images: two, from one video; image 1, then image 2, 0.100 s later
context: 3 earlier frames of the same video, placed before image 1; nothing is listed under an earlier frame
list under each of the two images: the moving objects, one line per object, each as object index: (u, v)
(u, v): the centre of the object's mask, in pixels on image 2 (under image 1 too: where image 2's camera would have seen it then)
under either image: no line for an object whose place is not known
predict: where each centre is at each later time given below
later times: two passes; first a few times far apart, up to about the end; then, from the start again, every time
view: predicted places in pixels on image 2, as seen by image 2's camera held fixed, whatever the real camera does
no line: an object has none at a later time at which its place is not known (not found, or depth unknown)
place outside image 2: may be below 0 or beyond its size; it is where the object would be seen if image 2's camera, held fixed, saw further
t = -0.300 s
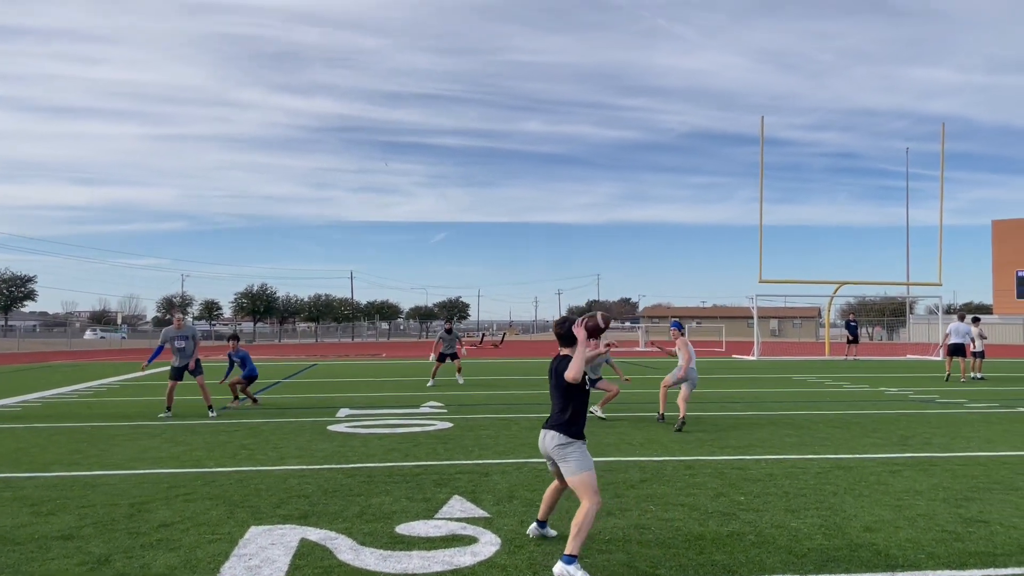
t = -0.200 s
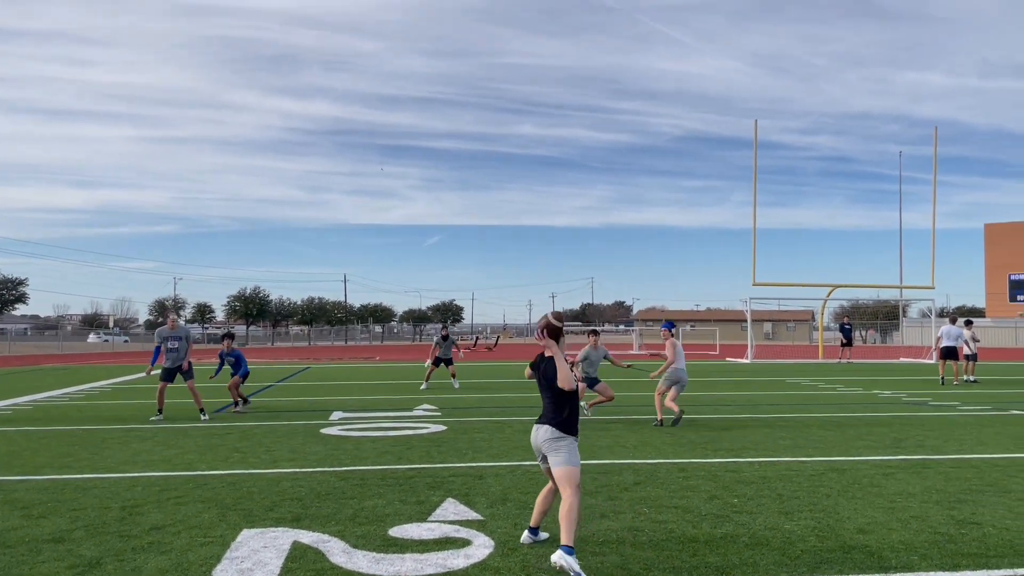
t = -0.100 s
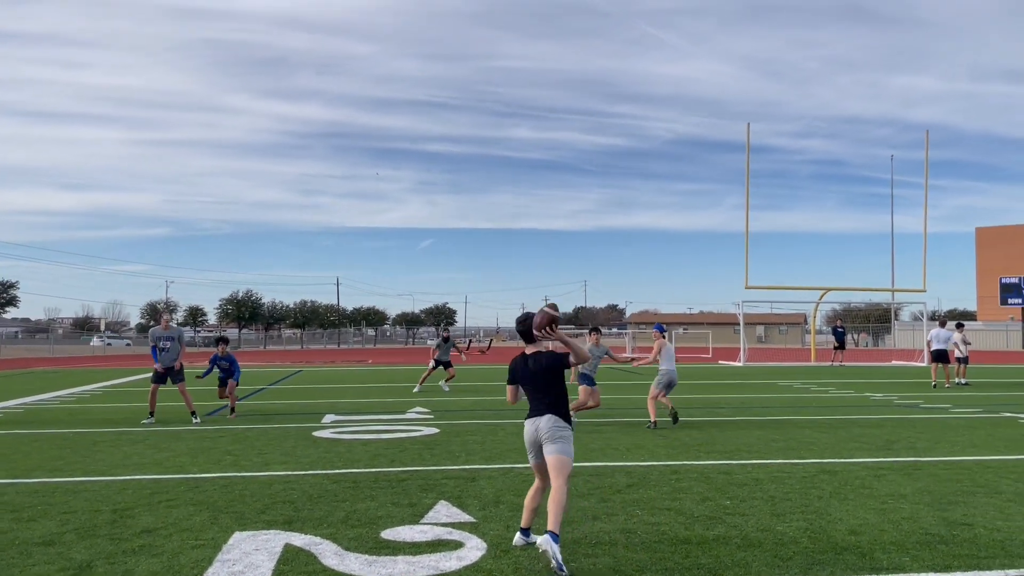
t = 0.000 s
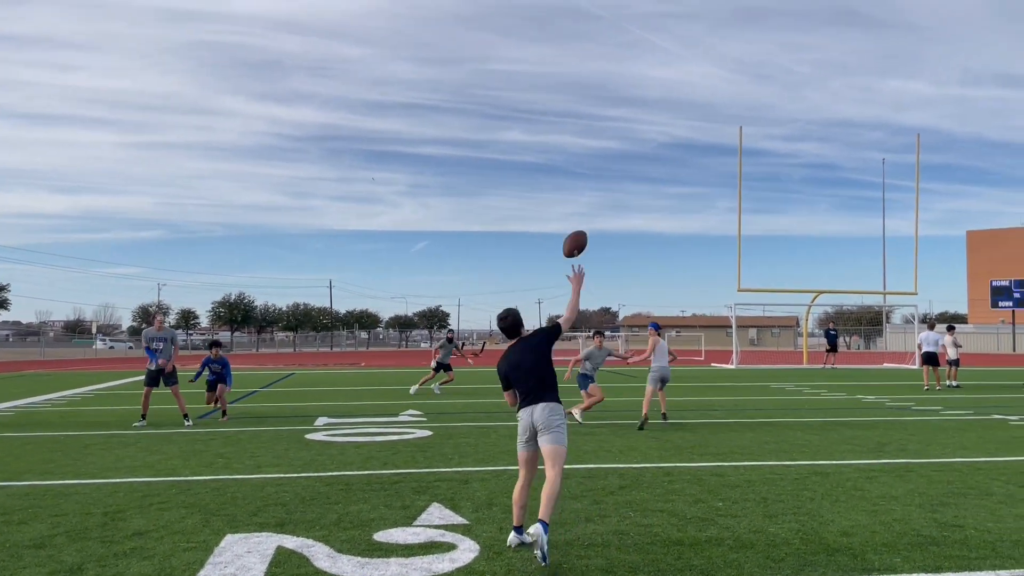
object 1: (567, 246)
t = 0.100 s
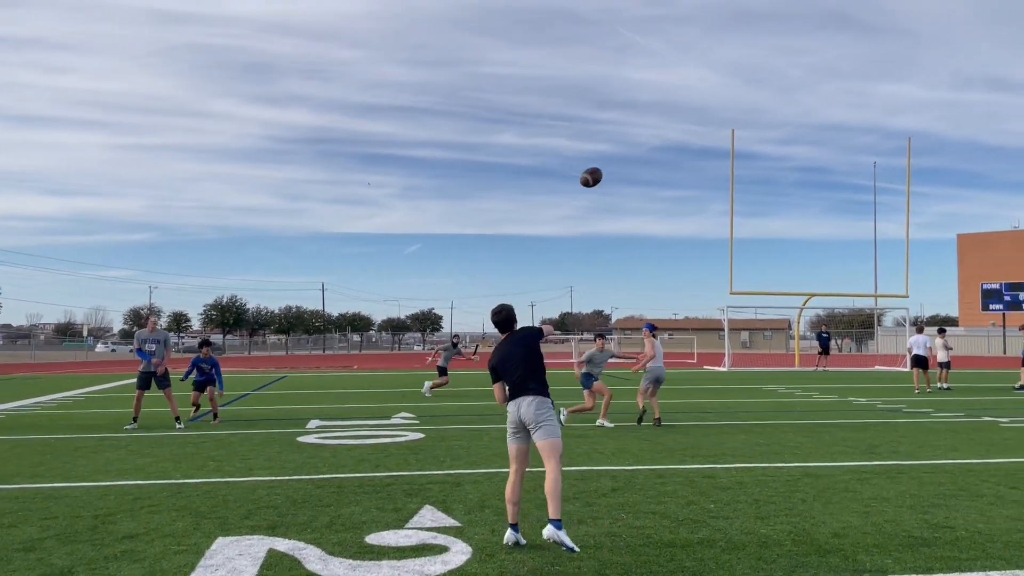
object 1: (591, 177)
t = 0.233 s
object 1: (617, 123)
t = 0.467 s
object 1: (655, 89)
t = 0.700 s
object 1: (687, 99)
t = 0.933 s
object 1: (713, 132)
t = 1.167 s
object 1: (736, 181)
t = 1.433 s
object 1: (760, 251)
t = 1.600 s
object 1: (774, 300)
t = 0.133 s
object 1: (598, 159)
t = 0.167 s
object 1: (605, 145)
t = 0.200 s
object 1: (611, 133)
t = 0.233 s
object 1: (617, 123)
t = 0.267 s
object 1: (623, 114)
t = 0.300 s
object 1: (629, 107)
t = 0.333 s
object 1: (634, 101)
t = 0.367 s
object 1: (640, 97)
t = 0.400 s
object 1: (645, 93)
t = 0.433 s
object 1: (650, 91)
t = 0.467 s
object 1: (655, 89)
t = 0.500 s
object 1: (660, 88)
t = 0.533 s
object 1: (665, 89)
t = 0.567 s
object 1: (669, 90)
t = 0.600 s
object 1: (673, 91)
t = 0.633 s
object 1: (678, 93)
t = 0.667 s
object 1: (683, 96)
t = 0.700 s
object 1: (687, 99)
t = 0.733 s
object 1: (691, 103)
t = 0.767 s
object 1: (695, 106)
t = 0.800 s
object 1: (699, 110)
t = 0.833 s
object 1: (703, 115)
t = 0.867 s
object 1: (706, 121)
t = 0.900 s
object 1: (710, 126)
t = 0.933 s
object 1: (713, 132)
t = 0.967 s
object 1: (716, 138)
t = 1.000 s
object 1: (720, 144)
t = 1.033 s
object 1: (723, 151)
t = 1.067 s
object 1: (726, 158)
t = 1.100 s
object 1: (729, 166)
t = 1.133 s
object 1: (733, 173)
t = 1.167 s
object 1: (736, 181)
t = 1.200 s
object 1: (739, 189)
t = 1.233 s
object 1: (742, 198)
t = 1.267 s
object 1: (745, 206)
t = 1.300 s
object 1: (748, 215)
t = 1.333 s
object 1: (751, 224)
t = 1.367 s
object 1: (754, 233)
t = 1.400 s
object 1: (757, 242)
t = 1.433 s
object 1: (760, 251)
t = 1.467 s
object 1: (763, 261)
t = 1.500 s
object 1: (766, 270)
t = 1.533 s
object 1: (768, 280)
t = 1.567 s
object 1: (771, 290)
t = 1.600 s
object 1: (774, 300)
